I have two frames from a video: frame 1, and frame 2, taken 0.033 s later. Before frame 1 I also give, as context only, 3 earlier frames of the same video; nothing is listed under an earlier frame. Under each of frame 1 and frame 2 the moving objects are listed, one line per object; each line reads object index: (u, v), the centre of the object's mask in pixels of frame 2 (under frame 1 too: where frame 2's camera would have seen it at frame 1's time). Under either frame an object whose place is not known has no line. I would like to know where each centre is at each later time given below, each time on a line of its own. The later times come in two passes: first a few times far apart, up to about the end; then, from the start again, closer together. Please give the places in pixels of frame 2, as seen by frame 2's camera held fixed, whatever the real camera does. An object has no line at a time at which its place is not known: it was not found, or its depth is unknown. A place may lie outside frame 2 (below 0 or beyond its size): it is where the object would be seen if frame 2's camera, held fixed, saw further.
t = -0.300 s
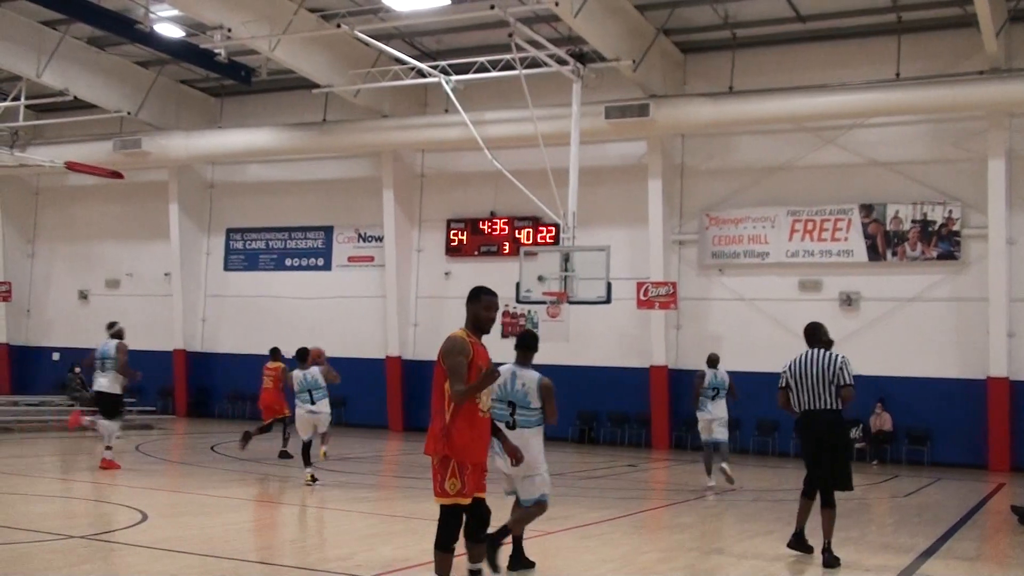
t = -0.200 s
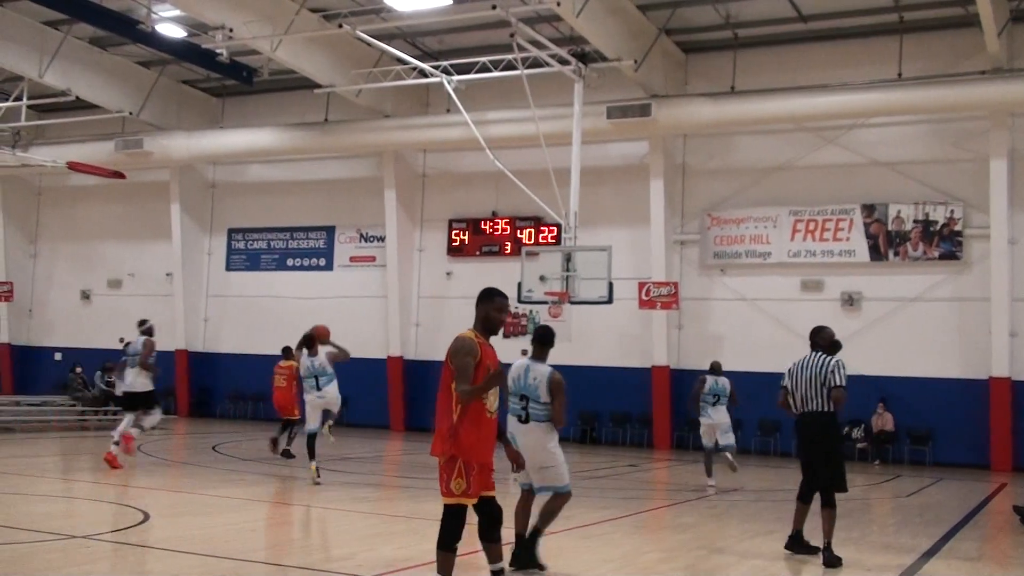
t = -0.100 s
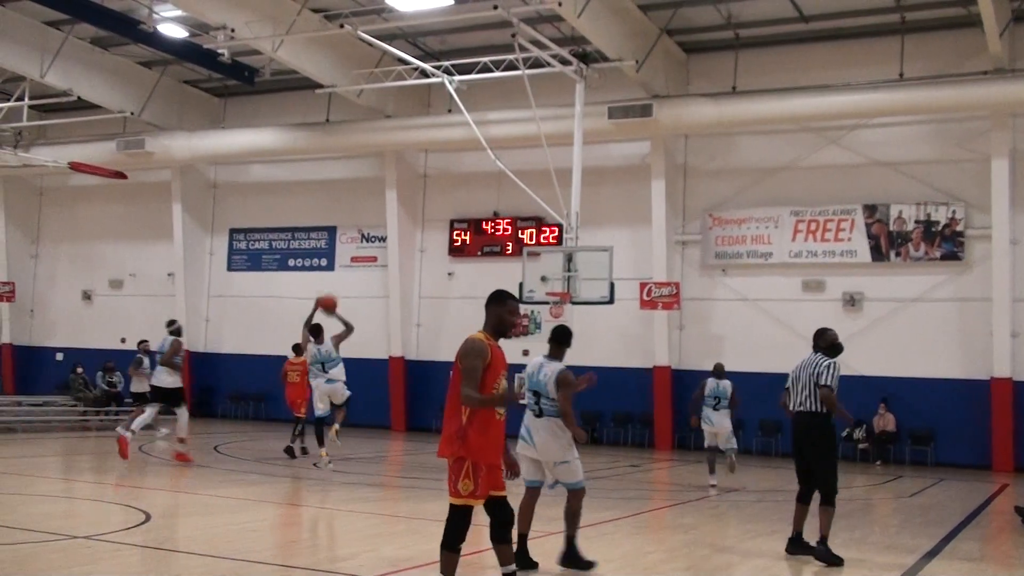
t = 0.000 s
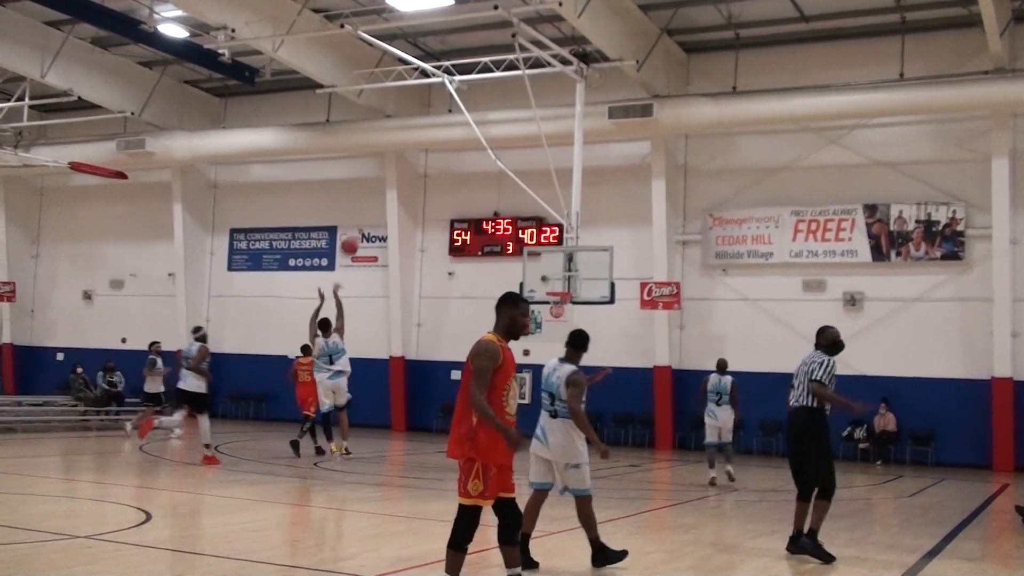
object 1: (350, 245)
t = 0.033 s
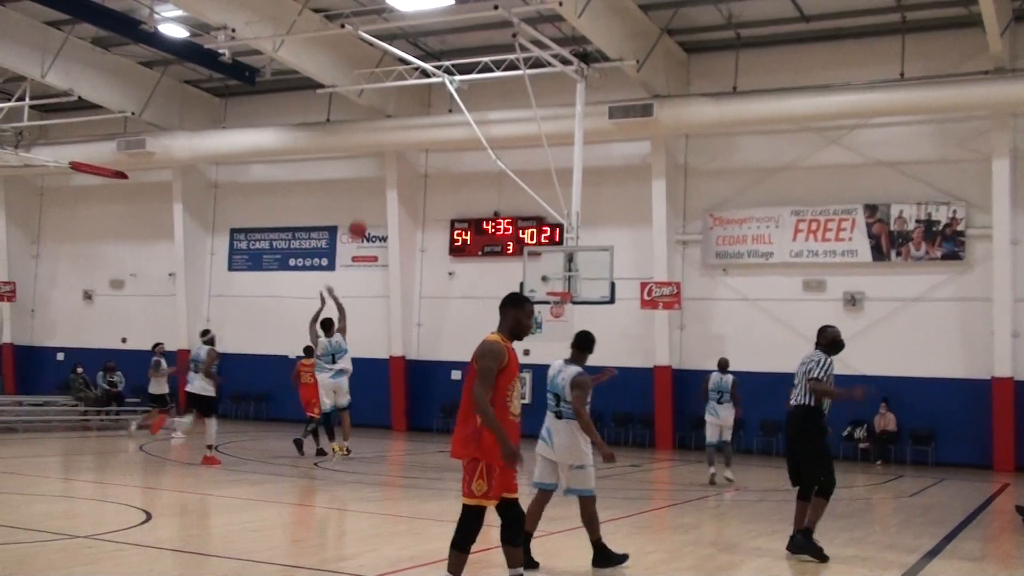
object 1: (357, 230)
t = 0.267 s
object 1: (409, 140)
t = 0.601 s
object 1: (468, 89)
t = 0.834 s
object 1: (502, 95)
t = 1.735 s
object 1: (554, 273)
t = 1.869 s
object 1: (535, 257)
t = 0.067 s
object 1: (365, 213)
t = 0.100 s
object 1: (373, 198)
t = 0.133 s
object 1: (380, 185)
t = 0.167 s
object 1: (388, 172)
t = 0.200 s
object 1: (395, 160)
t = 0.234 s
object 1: (402, 150)
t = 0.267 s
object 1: (409, 140)
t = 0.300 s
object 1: (415, 131)
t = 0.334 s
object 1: (421, 124)
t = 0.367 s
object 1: (428, 117)
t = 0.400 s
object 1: (434, 110)
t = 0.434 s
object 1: (441, 105)
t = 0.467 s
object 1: (447, 101)
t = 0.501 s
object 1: (452, 97)
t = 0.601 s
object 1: (468, 89)
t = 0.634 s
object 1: (474, 88)
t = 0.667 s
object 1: (479, 88)
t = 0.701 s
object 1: (483, 88)
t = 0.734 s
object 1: (489, 89)
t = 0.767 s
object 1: (493, 90)
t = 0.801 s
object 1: (498, 92)
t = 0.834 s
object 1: (502, 95)
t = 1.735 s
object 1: (554, 273)
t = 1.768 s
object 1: (550, 267)
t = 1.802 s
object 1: (545, 264)
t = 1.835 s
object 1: (541, 261)
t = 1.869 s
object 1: (535, 257)
